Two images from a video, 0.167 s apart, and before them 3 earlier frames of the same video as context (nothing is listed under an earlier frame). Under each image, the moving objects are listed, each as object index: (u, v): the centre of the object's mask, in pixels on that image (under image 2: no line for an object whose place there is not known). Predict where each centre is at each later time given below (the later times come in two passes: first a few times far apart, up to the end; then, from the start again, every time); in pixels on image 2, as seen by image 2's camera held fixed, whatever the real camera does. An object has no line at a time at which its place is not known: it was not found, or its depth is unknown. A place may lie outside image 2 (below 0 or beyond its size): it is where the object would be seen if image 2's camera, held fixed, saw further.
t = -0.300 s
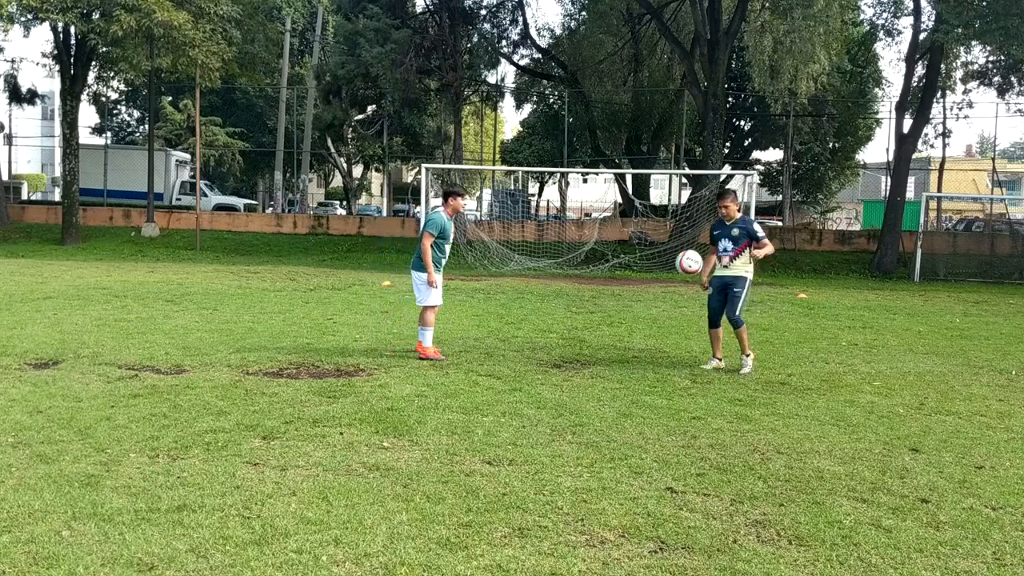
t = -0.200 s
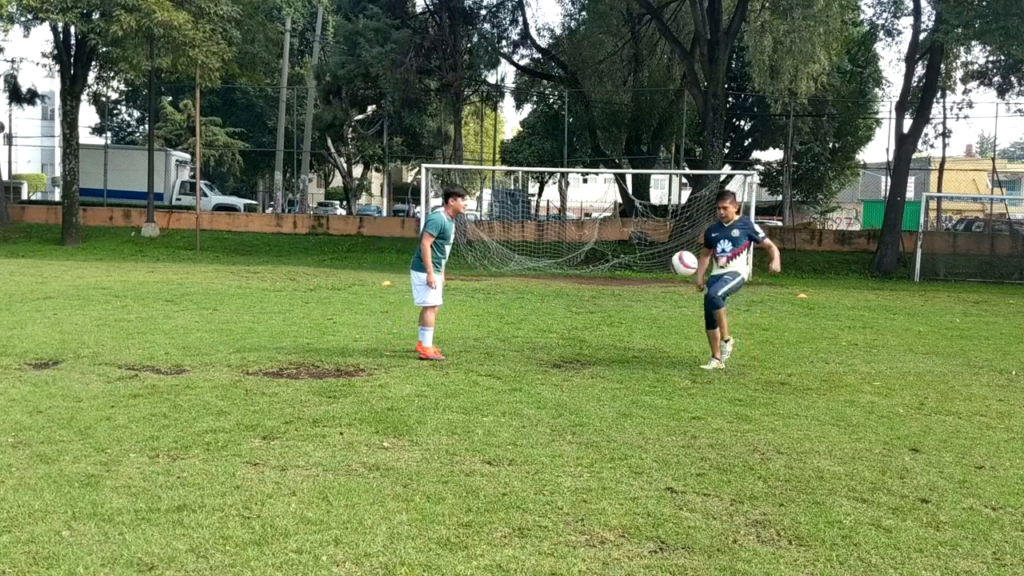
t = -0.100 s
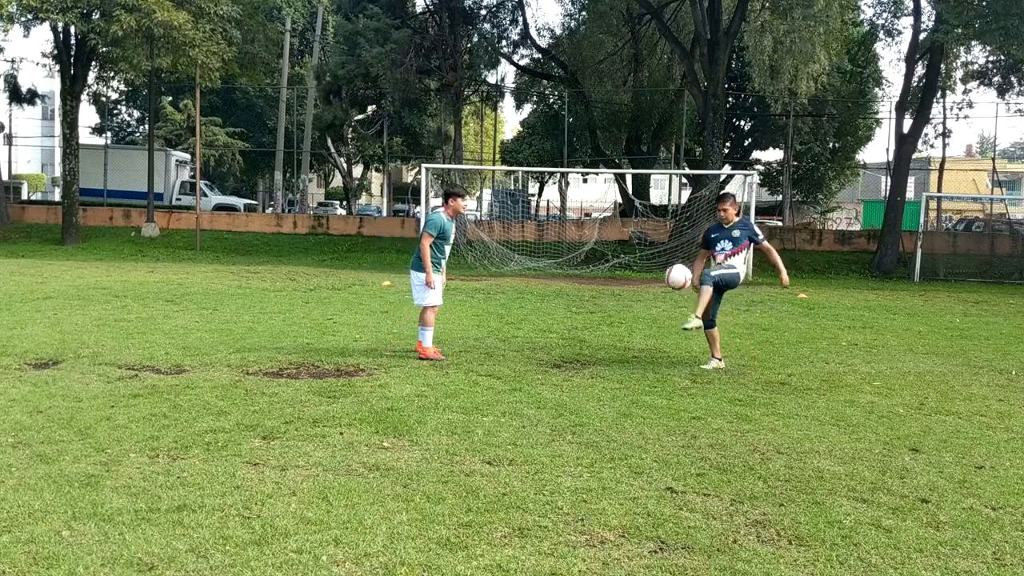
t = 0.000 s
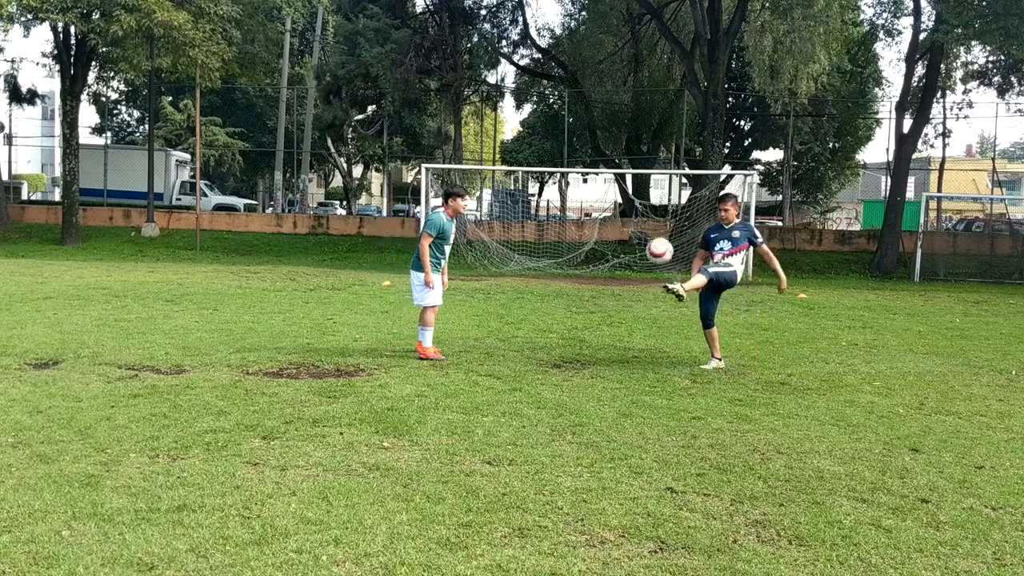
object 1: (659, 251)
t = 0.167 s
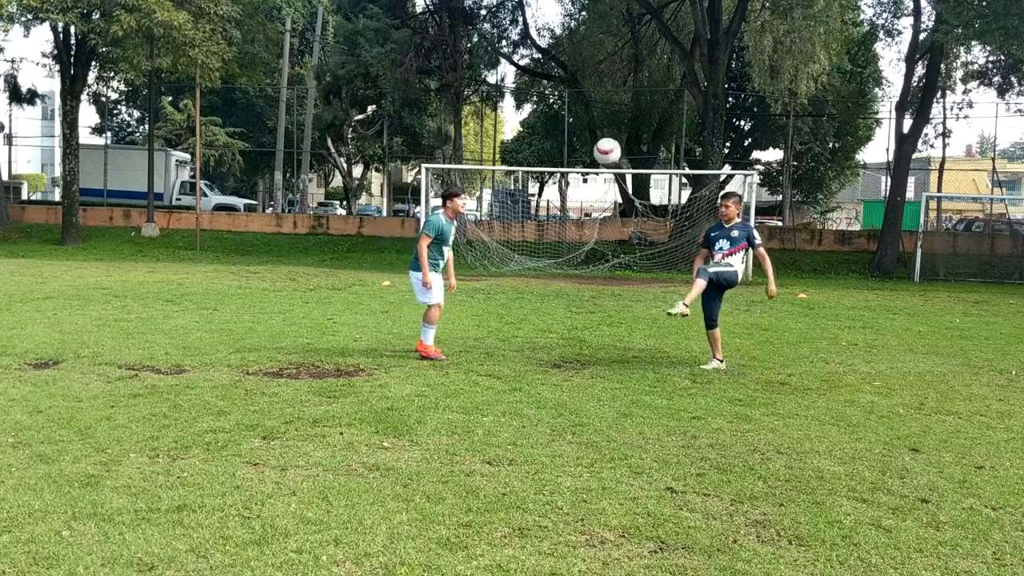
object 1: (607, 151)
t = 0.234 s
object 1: (586, 120)
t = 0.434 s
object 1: (520, 56)
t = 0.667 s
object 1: (439, 41)
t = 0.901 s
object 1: (357, 95)
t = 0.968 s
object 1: (334, 122)
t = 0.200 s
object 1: (596, 135)
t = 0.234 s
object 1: (586, 120)
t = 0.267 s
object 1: (575, 106)
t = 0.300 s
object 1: (564, 93)
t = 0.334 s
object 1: (553, 81)
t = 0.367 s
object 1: (542, 72)
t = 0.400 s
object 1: (530, 63)
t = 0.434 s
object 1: (520, 56)
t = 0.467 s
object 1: (508, 50)
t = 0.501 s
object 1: (497, 45)
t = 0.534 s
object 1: (485, 42)
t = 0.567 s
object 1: (474, 39)
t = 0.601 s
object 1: (462, 39)
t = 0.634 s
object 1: (451, 40)
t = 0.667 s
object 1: (439, 41)
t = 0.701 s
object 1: (428, 45)
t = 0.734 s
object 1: (416, 50)
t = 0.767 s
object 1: (404, 56)
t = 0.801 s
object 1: (392, 63)
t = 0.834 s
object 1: (381, 73)
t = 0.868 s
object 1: (369, 83)
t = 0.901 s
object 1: (357, 95)
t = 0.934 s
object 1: (345, 108)
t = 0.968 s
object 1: (334, 122)
